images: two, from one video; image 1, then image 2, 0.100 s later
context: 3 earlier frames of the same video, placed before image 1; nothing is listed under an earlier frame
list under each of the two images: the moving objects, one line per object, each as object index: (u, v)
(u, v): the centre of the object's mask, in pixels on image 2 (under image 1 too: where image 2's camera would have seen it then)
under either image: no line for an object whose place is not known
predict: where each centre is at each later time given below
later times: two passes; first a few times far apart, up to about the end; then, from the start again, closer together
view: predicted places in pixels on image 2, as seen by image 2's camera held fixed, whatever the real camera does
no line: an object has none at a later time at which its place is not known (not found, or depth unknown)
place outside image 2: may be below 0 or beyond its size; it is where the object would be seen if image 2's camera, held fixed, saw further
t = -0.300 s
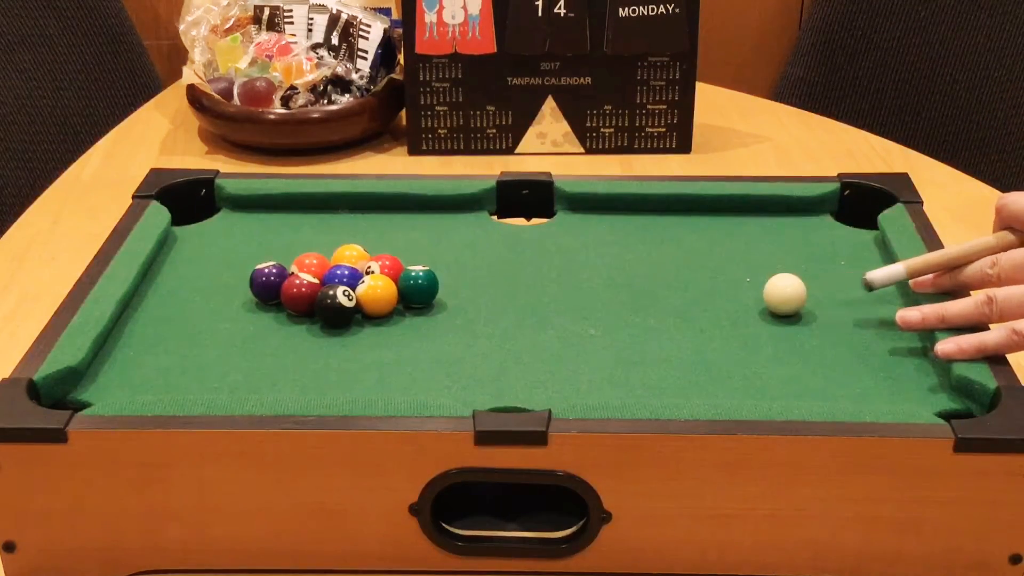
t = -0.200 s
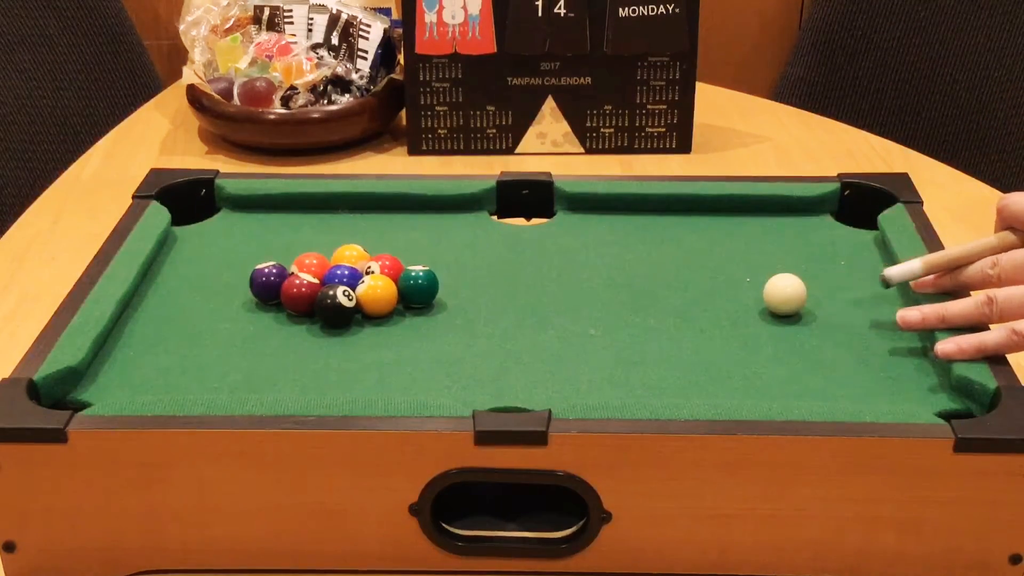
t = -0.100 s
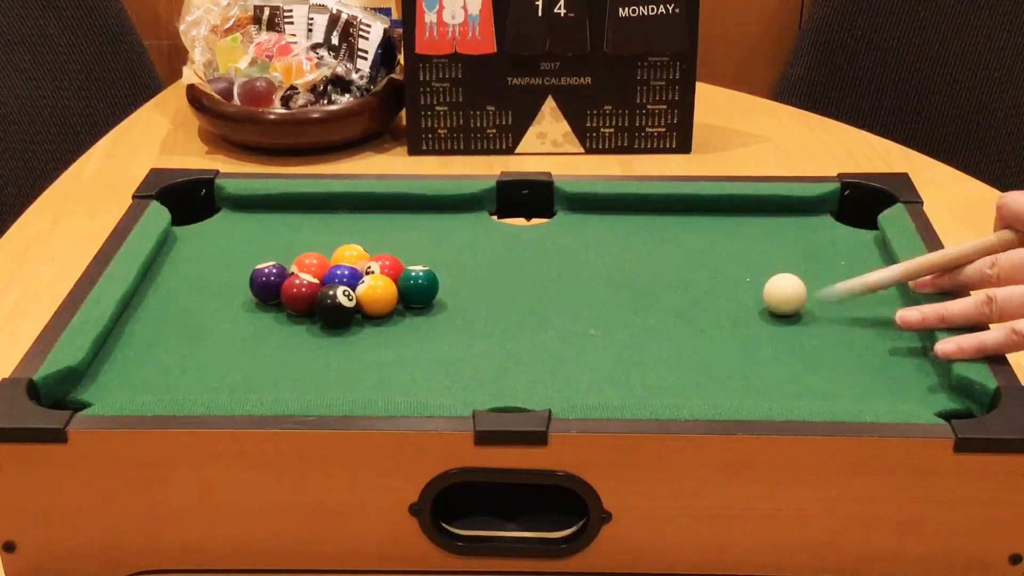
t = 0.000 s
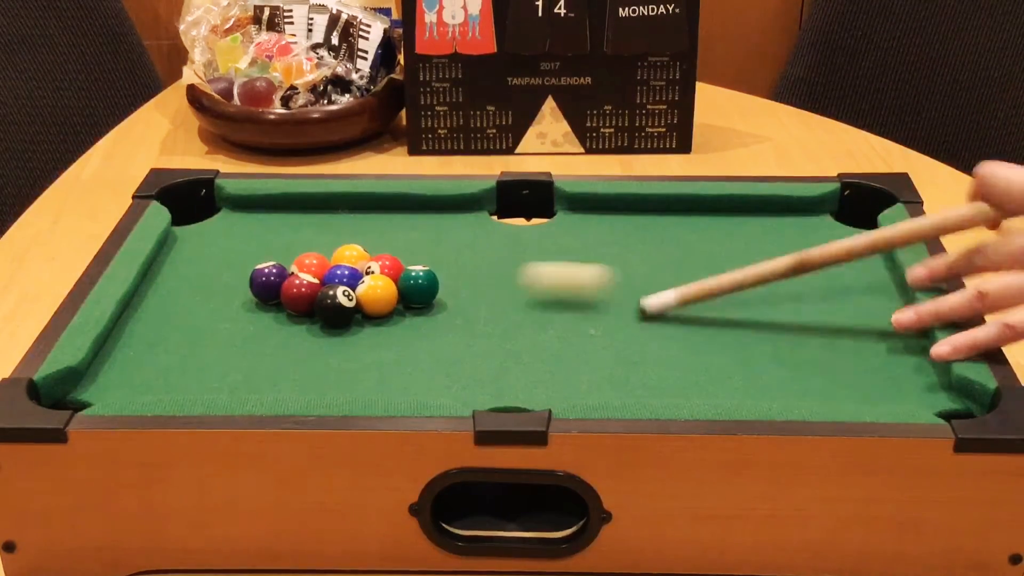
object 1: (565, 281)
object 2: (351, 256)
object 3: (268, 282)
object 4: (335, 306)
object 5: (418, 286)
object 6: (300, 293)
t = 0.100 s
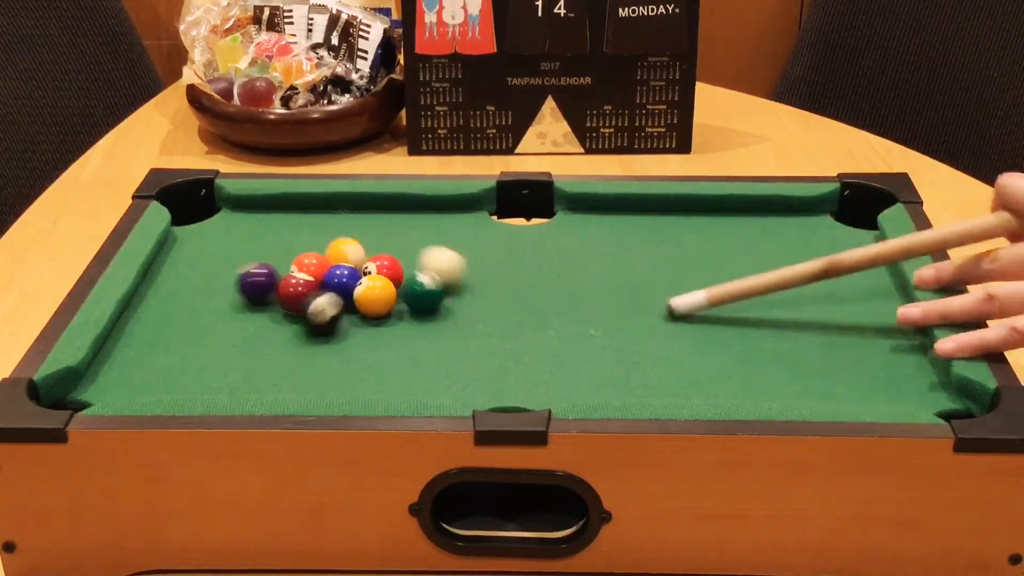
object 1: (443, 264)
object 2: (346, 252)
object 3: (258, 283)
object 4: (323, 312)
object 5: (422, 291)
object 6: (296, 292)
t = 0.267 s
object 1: (367, 236)
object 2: (325, 238)
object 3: (219, 284)
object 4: (271, 340)
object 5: (444, 310)
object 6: (293, 293)
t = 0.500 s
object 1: (336, 207)
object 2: (271, 222)
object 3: (189, 287)
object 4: (216, 369)
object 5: (454, 320)
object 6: (292, 293)
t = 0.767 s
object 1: (322, 211)
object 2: (237, 213)
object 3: (186, 288)
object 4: (177, 380)
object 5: (453, 319)
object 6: (292, 293)
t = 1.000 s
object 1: (320, 211)
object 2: (234, 213)
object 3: (186, 288)
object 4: (178, 381)
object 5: (453, 318)
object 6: (293, 293)
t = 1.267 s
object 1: (320, 211)
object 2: (233, 215)
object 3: (186, 288)
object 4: (178, 381)
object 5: (453, 319)
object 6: (293, 293)
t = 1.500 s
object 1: (320, 211)
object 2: (233, 215)
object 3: (186, 288)
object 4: (178, 381)
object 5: (453, 319)
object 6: (292, 293)
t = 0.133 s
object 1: (425, 258)
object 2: (342, 250)
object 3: (250, 284)
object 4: (310, 318)
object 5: (427, 296)
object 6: (293, 290)
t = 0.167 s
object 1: (410, 251)
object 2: (338, 247)
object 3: (241, 284)
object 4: (300, 325)
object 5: (432, 299)
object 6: (293, 289)
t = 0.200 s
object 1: (395, 244)
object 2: (335, 244)
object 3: (233, 283)
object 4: (290, 331)
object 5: (437, 304)
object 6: (294, 291)
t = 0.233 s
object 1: (378, 239)
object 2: (331, 242)
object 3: (225, 284)
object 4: (280, 336)
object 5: (441, 307)
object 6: (293, 293)
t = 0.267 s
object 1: (367, 236)
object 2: (325, 238)
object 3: (219, 284)
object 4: (271, 340)
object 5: (444, 310)
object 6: (293, 293)
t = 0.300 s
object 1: (361, 231)
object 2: (316, 235)
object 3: (213, 284)
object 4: (262, 346)
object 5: (446, 312)
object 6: (293, 293)
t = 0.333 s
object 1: (356, 227)
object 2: (306, 233)
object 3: (207, 284)
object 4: (254, 351)
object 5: (448, 315)
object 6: (293, 293)
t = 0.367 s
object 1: (351, 222)
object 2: (298, 231)
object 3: (201, 285)
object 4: (247, 355)
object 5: (450, 317)
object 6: (293, 293)
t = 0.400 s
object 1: (347, 218)
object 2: (290, 228)
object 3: (197, 285)
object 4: (239, 359)
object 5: (452, 318)
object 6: (293, 293)
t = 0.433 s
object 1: (343, 214)
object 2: (283, 226)
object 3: (194, 286)
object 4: (231, 363)
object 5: (453, 320)
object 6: (293, 293)
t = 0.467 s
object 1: (339, 210)
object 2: (277, 223)
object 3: (191, 286)
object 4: (223, 366)
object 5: (454, 320)
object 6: (292, 293)
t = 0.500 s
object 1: (336, 207)
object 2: (271, 222)
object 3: (189, 287)
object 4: (216, 369)
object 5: (454, 320)
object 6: (292, 293)
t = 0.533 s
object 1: (333, 204)
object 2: (266, 220)
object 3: (187, 287)
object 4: (209, 372)
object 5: (454, 320)
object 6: (292, 293)
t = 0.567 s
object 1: (330, 205)
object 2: (261, 219)
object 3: (186, 288)
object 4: (203, 373)
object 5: (454, 320)
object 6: (292, 293)
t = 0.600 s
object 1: (328, 207)
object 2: (256, 217)
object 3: (186, 288)
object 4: (197, 375)
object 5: (454, 320)
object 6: (292, 293)
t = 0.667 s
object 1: (325, 209)
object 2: (248, 214)
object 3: (186, 288)
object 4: (187, 377)
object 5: (453, 319)
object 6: (293, 293)
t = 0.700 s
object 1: (325, 210)
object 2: (244, 214)
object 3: (186, 288)
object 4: (183, 378)
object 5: (453, 319)
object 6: (292, 293)
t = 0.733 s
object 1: (323, 210)
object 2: (240, 213)
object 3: (186, 288)
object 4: (179, 380)
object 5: (453, 319)
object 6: (292, 293)
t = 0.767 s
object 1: (322, 211)
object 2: (237, 213)
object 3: (186, 288)
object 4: (177, 380)
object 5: (453, 319)
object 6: (292, 293)
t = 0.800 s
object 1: (321, 211)
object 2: (235, 212)
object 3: (186, 288)
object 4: (175, 381)
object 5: (453, 319)
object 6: (293, 293)
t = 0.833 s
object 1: (320, 211)
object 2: (233, 212)
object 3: (186, 288)
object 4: (175, 382)
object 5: (453, 319)
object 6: (293, 293)
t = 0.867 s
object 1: (320, 211)
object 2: (232, 212)
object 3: (186, 288)
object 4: (175, 381)
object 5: (454, 319)
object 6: (293, 293)
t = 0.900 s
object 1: (320, 211)
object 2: (232, 213)
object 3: (186, 288)
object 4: (175, 381)
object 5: (454, 318)
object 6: (293, 293)
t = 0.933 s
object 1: (320, 211)
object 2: (233, 213)
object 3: (186, 288)
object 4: (176, 381)
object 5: (453, 318)
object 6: (293, 293)
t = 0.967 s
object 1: (320, 211)
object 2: (233, 213)
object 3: (186, 288)
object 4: (177, 381)
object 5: (453, 318)
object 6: (293, 293)
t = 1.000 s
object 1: (320, 211)
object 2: (234, 213)
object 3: (186, 288)
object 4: (178, 381)
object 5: (453, 318)
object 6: (293, 293)
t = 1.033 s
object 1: (320, 211)
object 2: (234, 214)
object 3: (186, 288)
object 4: (178, 381)
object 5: (453, 318)
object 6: (293, 293)
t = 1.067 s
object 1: (320, 211)
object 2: (234, 214)
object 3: (186, 288)
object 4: (178, 381)
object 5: (453, 318)
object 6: (293, 293)
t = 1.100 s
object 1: (320, 211)
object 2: (233, 214)
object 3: (186, 288)
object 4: (178, 381)
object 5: (453, 318)
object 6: (293, 293)
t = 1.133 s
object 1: (320, 211)
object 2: (233, 215)
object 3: (186, 288)
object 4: (178, 381)
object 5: (453, 319)
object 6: (293, 293)
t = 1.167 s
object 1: (320, 211)
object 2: (233, 214)
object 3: (186, 288)
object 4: (178, 381)
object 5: (453, 319)
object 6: (293, 293)
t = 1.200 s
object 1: (320, 211)
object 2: (233, 214)
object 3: (186, 288)
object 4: (178, 381)
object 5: (453, 319)
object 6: (293, 293)
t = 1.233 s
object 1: (320, 211)
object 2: (233, 215)
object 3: (186, 288)
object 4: (178, 381)
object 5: (453, 319)
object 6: (293, 293)
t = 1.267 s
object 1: (320, 211)
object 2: (233, 215)
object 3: (186, 288)
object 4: (178, 381)
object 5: (453, 319)
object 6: (293, 293)
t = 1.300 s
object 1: (320, 211)
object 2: (233, 214)
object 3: (186, 288)
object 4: (178, 381)
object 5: (453, 319)
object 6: (293, 293)
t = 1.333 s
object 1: (320, 211)
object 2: (233, 214)
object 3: (186, 288)
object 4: (178, 381)
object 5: (453, 319)
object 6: (293, 293)
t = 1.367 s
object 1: (320, 211)
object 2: (233, 214)
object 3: (186, 288)
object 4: (178, 381)
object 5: (453, 319)
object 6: (293, 293)
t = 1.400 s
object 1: (320, 211)
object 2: (233, 215)
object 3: (186, 288)
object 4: (178, 381)
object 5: (453, 319)
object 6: (293, 293)
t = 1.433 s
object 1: (320, 211)
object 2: (233, 214)
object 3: (186, 288)
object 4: (178, 381)
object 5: (453, 319)
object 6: (292, 293)
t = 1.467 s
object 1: (320, 211)
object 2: (233, 214)
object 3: (186, 288)
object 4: (178, 381)
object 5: (453, 319)
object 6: (292, 293)
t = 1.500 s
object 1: (320, 211)
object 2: (233, 215)
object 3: (186, 288)
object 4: (178, 381)
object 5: (453, 319)
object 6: (292, 293)
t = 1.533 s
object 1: (320, 211)
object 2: (233, 214)
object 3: (186, 288)
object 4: (178, 381)
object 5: (453, 319)
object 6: (293, 293)
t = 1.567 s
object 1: (320, 211)
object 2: (233, 214)
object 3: (186, 288)
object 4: (178, 381)
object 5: (453, 319)
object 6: (293, 293)
